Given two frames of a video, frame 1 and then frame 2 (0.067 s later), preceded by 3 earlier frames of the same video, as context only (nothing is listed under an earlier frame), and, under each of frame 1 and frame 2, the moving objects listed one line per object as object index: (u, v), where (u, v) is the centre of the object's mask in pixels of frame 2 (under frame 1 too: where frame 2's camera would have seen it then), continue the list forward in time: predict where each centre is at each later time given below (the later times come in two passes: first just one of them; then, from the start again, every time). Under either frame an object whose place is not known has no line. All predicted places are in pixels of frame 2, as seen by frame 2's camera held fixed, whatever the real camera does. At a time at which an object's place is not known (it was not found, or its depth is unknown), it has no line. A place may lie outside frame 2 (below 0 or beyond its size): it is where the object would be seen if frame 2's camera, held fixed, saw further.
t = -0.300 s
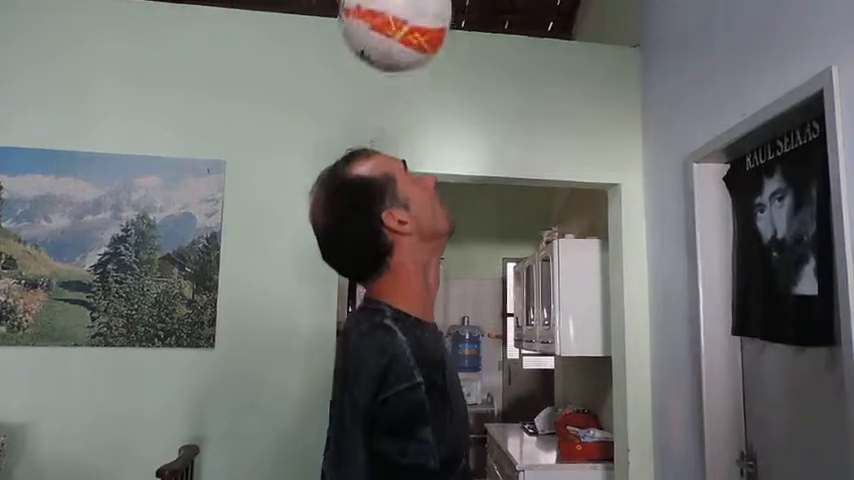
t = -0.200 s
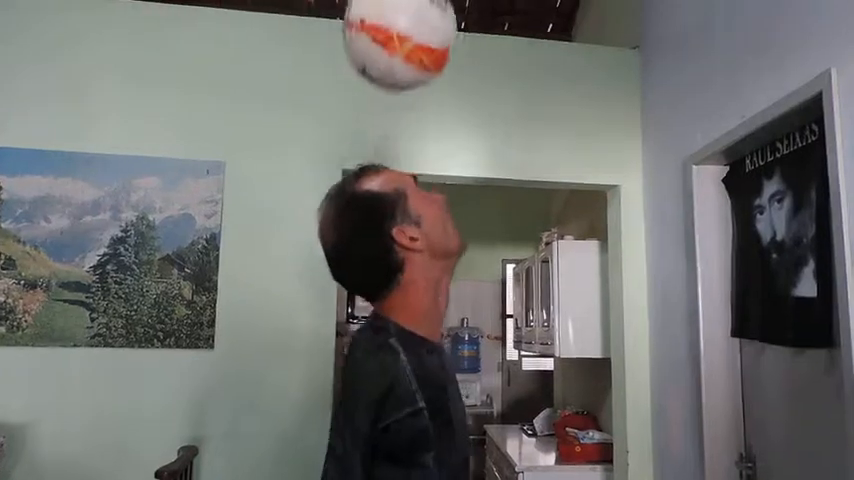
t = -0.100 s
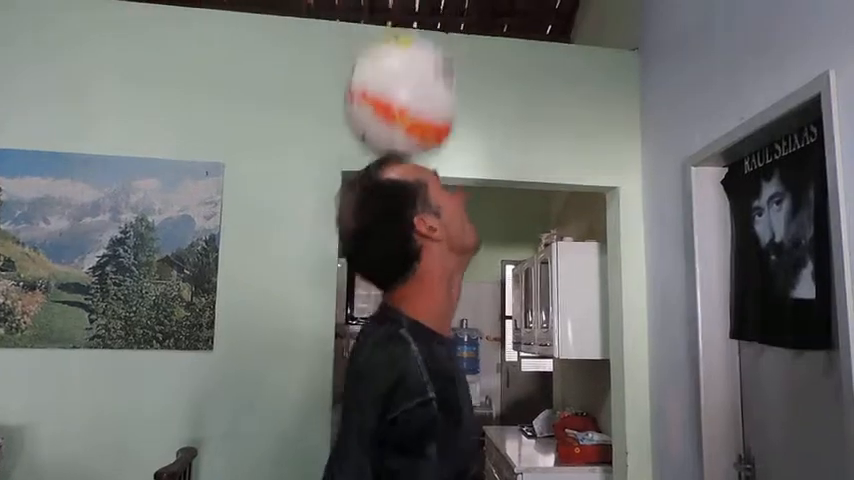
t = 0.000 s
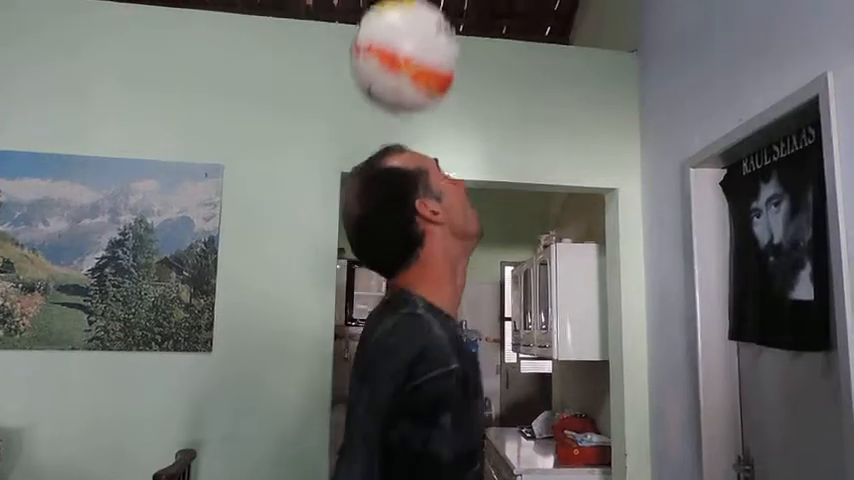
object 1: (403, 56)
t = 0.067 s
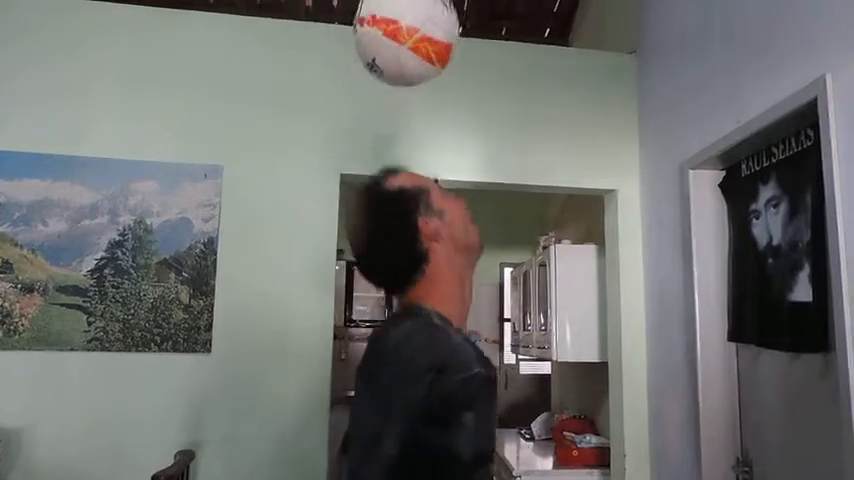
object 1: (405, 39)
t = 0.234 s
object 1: (407, 47)
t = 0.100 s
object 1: (406, 35)
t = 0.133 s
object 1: (407, 34)
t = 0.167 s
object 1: (407, 35)
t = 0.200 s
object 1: (407, 39)
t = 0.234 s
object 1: (407, 47)
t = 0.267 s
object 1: (406, 64)
